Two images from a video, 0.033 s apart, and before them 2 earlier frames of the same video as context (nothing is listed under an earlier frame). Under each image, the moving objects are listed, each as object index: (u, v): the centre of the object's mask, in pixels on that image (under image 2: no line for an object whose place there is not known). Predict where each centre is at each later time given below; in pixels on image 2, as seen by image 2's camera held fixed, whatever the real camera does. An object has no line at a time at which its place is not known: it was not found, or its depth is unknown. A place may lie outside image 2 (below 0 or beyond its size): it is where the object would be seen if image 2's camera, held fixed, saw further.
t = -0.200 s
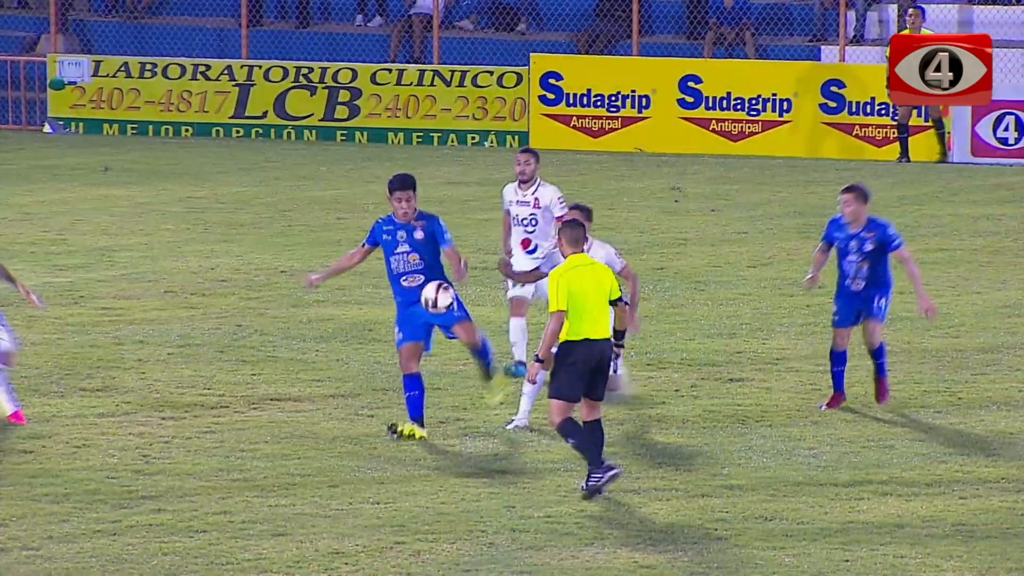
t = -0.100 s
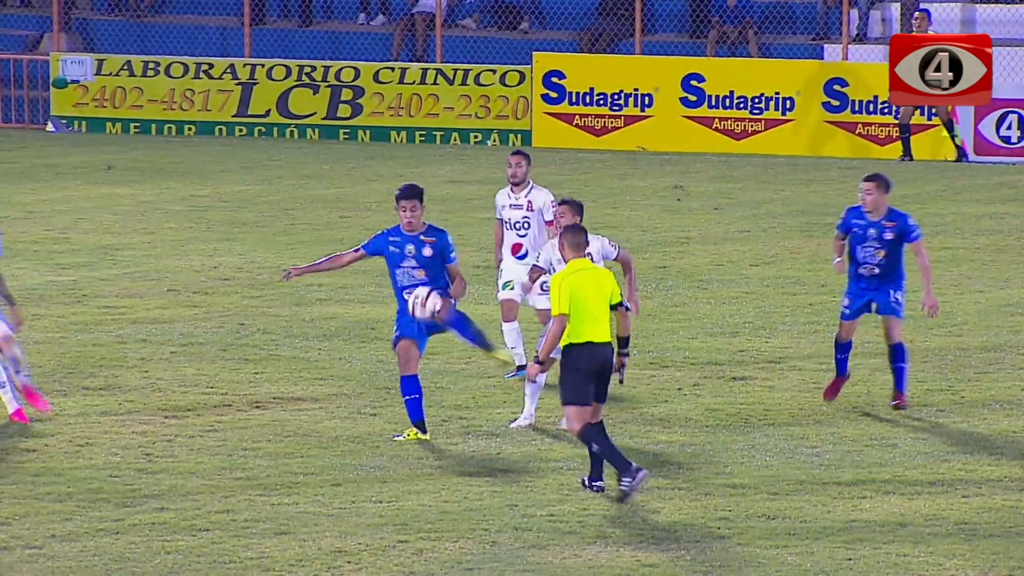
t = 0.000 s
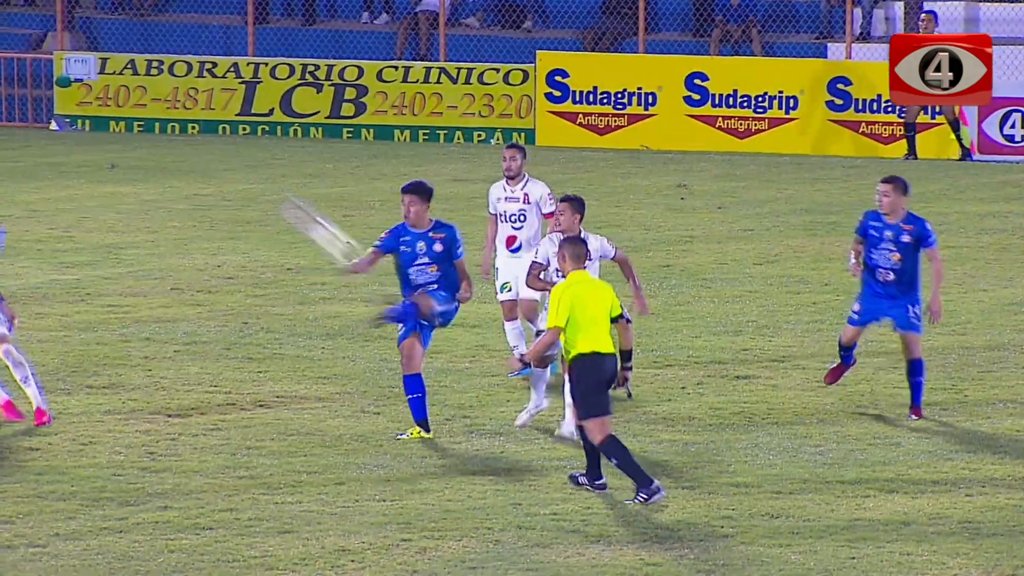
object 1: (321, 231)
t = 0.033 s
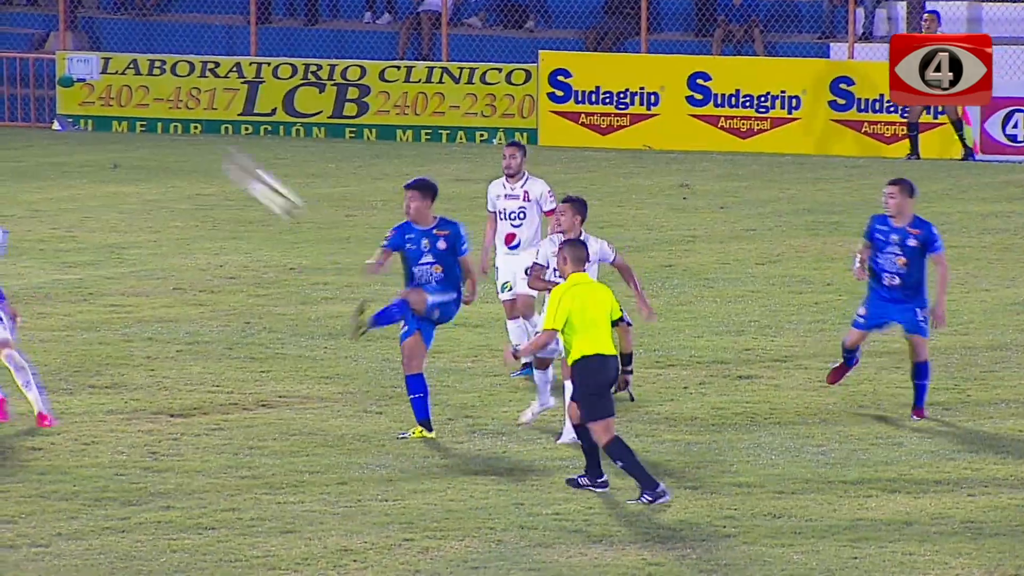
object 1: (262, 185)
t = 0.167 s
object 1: (21, 25)
